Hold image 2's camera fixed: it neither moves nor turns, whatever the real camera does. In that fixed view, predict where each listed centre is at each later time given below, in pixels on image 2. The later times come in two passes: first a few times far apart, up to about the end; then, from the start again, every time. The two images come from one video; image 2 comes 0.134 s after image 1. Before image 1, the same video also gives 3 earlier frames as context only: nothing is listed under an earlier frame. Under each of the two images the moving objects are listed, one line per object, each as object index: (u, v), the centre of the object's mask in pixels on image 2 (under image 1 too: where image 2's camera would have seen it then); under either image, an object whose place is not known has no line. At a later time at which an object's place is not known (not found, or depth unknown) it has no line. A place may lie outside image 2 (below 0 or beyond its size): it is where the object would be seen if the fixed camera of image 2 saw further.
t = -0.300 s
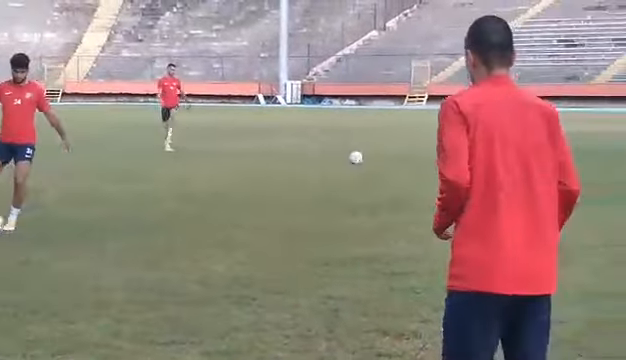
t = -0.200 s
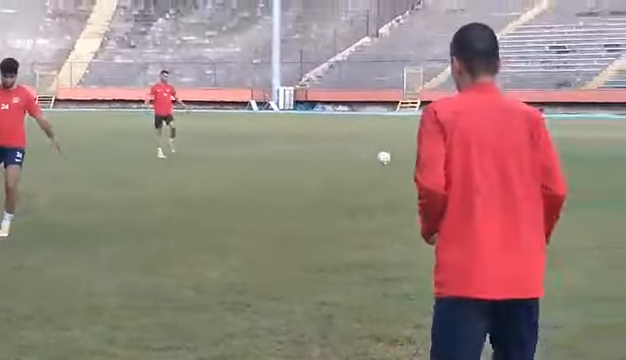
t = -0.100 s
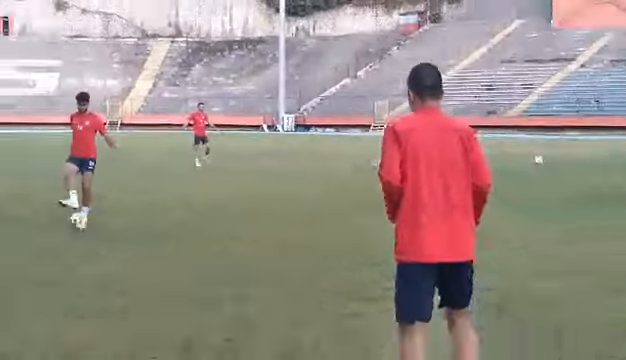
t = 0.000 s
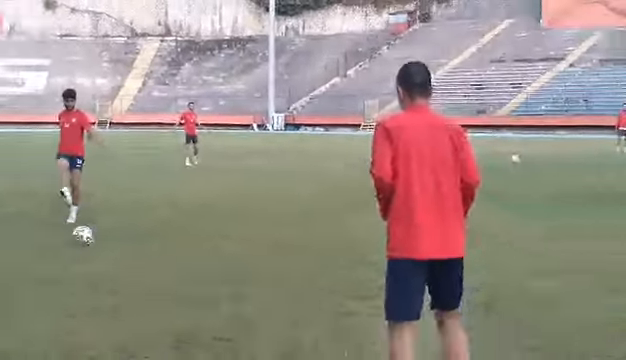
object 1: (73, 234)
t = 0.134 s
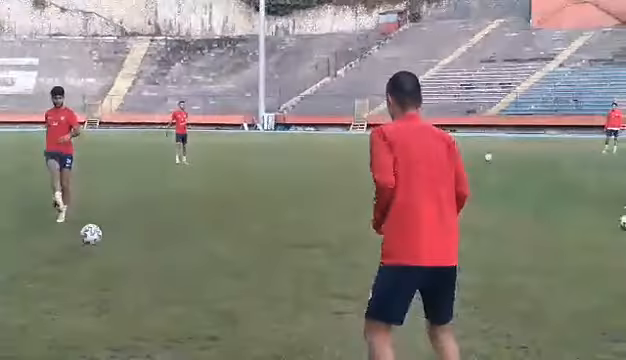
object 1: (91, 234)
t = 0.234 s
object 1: (106, 238)
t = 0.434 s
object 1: (143, 280)
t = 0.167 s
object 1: (96, 234)
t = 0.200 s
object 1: (101, 236)
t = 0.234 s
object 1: (106, 238)
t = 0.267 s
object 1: (112, 243)
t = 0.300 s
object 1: (117, 249)
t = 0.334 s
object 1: (124, 255)
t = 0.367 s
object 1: (130, 264)
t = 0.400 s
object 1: (137, 276)
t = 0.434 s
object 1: (143, 280)
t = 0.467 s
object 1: (147, 277)
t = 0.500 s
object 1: (152, 275)
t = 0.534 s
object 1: (157, 275)
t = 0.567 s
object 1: (162, 277)
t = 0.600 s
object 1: (168, 279)
